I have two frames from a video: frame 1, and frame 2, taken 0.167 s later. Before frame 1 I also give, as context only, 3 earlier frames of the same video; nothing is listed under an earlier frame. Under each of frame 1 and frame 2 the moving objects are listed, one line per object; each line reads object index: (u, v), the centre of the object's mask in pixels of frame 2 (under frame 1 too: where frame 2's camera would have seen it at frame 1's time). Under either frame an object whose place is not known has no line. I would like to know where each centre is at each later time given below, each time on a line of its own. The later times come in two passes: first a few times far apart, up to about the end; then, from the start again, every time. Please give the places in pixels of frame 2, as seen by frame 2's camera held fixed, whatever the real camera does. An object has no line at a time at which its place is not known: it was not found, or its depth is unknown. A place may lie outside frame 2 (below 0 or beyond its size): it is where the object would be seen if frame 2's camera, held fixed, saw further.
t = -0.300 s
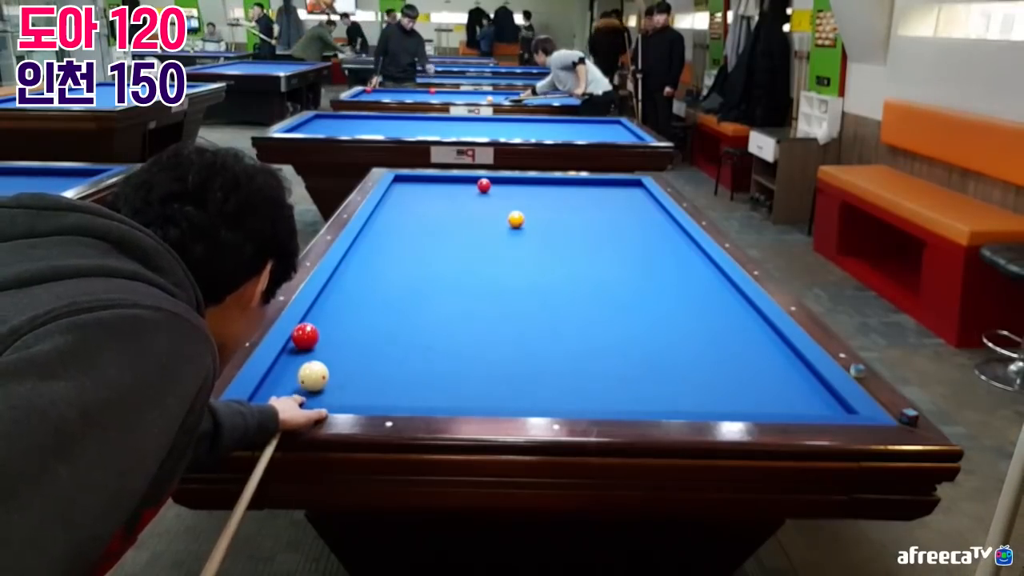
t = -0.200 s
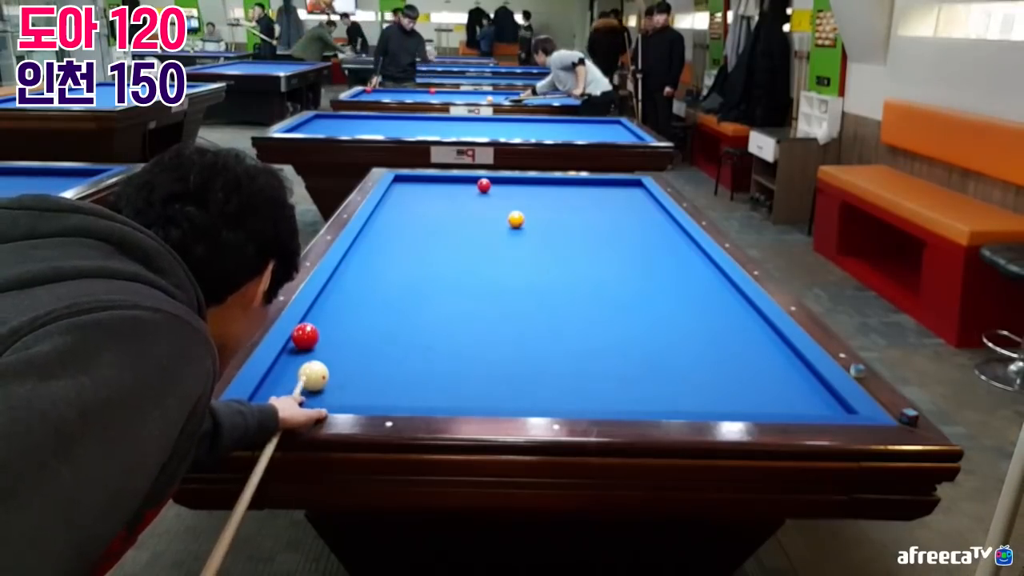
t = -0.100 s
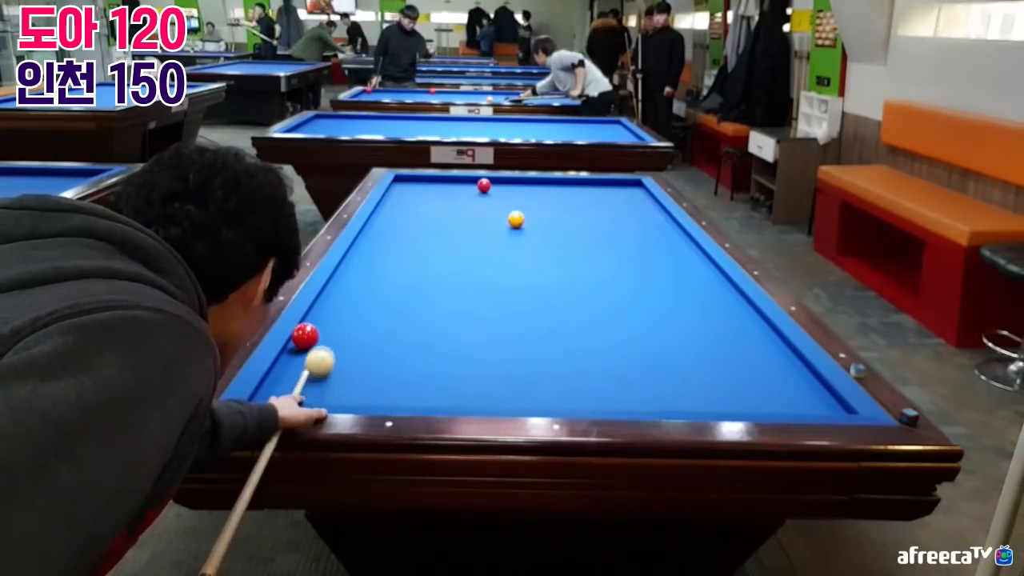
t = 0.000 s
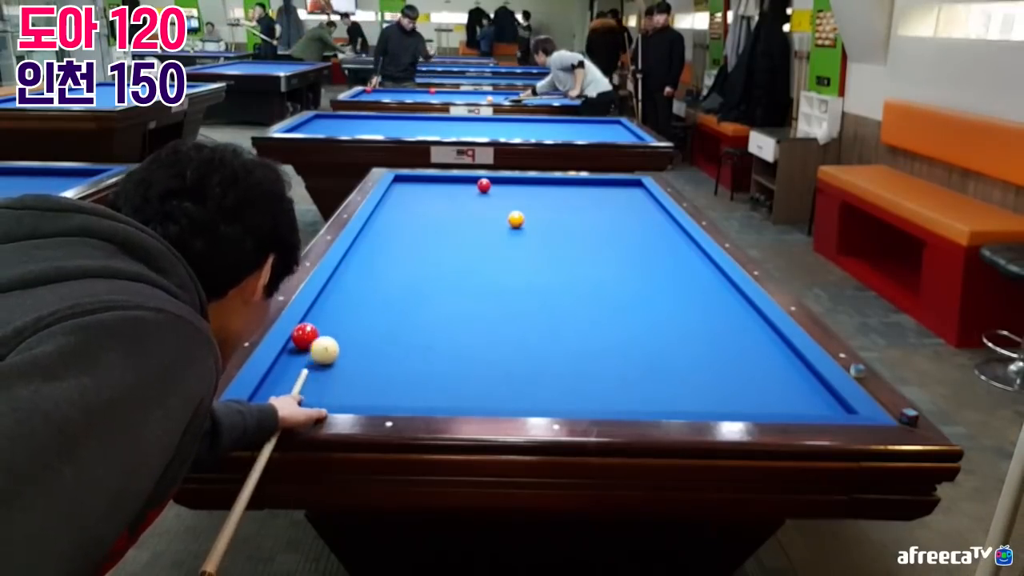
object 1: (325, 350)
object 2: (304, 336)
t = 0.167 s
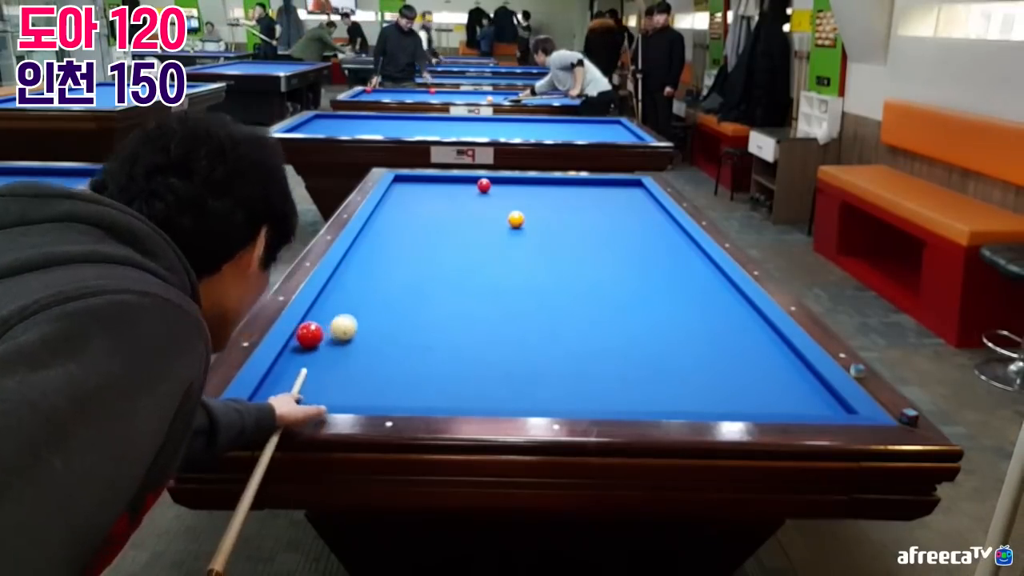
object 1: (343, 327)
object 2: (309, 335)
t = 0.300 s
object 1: (358, 314)
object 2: (318, 333)
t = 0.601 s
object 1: (386, 288)
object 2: (335, 331)
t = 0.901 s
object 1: (410, 268)
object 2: (350, 329)
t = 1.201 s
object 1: (430, 250)
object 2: (364, 326)
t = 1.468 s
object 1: (445, 237)
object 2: (375, 325)
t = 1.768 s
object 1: (460, 224)
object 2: (386, 323)
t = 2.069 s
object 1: (472, 213)
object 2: (395, 322)
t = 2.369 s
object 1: (484, 203)
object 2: (402, 321)
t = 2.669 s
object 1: (493, 194)
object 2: (409, 321)
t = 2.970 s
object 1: (502, 186)
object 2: (414, 320)
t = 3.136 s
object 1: (506, 184)
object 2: (415, 320)
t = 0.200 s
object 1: (347, 324)
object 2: (311, 334)
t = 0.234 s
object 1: (350, 321)
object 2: (313, 334)
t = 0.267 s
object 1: (353, 319)
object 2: (315, 334)
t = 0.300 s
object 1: (358, 314)
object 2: (318, 333)
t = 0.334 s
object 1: (360, 312)
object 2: (319, 333)
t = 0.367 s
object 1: (364, 309)
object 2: (321, 333)
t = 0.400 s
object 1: (368, 305)
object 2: (324, 332)
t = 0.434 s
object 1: (371, 302)
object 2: (325, 332)
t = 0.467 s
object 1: (375, 299)
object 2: (327, 332)
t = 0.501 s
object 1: (378, 296)
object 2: (329, 331)
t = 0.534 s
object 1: (380, 294)
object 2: (331, 331)
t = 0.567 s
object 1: (383, 291)
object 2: (333, 331)
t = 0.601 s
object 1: (386, 288)
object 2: (335, 331)
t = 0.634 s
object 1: (390, 286)
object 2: (337, 330)
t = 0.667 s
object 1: (392, 283)
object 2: (339, 330)
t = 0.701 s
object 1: (395, 281)
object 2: (340, 330)
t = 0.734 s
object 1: (398, 279)
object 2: (342, 330)
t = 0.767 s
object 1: (399, 277)
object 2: (343, 330)
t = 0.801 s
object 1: (401, 276)
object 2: (344, 329)
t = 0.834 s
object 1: (405, 272)
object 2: (347, 329)
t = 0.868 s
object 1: (408, 270)
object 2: (348, 329)
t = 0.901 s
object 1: (410, 268)
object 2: (350, 329)
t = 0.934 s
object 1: (412, 266)
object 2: (352, 328)
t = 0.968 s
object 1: (415, 263)
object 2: (354, 328)
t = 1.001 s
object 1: (417, 261)
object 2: (355, 328)
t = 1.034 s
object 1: (419, 260)
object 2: (356, 328)
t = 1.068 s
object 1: (422, 258)
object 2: (358, 327)
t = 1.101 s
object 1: (424, 256)
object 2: (360, 327)
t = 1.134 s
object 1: (425, 254)
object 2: (361, 327)
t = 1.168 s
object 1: (428, 252)
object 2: (362, 327)
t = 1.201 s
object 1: (430, 250)
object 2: (364, 326)
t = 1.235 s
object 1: (432, 249)
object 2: (365, 326)
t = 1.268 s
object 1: (434, 246)
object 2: (367, 326)
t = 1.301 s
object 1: (435, 246)
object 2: (368, 326)
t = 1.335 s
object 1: (438, 243)
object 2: (370, 326)
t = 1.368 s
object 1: (439, 242)
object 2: (371, 325)
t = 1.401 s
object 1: (441, 241)
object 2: (372, 325)
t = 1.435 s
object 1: (443, 238)
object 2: (374, 325)
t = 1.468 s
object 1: (445, 237)
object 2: (375, 325)
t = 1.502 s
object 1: (447, 236)
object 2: (376, 325)
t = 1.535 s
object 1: (449, 234)
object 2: (377, 324)
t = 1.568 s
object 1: (450, 233)
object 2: (378, 324)
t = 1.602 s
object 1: (452, 231)
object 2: (380, 324)
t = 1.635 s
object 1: (454, 229)
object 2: (381, 324)
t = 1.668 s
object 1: (455, 228)
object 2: (382, 324)
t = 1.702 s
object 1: (456, 227)
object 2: (383, 324)
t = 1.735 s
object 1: (458, 225)
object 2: (385, 323)
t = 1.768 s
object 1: (460, 224)
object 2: (386, 323)
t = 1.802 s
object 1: (461, 223)
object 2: (386, 323)
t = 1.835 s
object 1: (463, 221)
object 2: (388, 323)
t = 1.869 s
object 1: (464, 220)
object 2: (389, 323)
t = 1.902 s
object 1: (465, 219)
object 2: (390, 323)
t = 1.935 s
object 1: (467, 217)
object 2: (391, 323)
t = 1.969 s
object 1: (469, 216)
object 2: (392, 322)
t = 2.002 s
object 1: (470, 215)
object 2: (393, 322)
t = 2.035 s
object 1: (471, 214)
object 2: (394, 322)
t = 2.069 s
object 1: (472, 213)
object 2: (395, 322)
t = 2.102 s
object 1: (473, 212)
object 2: (396, 322)
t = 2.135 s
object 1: (475, 211)
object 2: (397, 322)
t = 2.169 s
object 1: (476, 210)
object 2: (397, 322)
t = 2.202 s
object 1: (478, 209)
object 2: (398, 322)
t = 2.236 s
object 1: (479, 207)
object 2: (399, 322)
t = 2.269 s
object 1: (480, 206)
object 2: (400, 322)
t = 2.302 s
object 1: (481, 205)
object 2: (401, 321)
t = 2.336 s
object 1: (482, 204)
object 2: (402, 321)
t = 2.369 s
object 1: (484, 203)
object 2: (402, 321)
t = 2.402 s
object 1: (485, 202)
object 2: (403, 321)
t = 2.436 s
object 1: (486, 201)
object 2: (404, 321)
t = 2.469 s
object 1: (487, 200)
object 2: (404, 321)
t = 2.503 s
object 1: (488, 199)
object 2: (405, 321)
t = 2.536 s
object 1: (489, 198)
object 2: (406, 321)
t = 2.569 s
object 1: (490, 197)
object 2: (406, 321)
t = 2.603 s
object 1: (491, 196)
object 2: (407, 321)
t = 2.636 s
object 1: (492, 195)
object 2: (408, 321)
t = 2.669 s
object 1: (493, 194)
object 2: (409, 321)
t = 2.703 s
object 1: (494, 194)
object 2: (409, 321)
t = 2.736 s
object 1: (496, 193)
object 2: (410, 321)
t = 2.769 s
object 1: (496, 192)
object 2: (410, 321)
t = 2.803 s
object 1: (497, 191)
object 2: (411, 320)
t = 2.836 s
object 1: (498, 190)
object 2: (411, 320)
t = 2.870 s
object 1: (499, 189)
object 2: (412, 320)
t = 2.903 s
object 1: (500, 188)
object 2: (413, 320)
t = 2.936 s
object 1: (502, 188)
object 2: (413, 320)
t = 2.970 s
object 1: (502, 186)
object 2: (414, 320)
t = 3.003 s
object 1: (503, 186)
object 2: (414, 320)
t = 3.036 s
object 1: (504, 185)
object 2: (414, 320)
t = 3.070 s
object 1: (505, 185)
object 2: (415, 320)
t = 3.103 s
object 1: (506, 184)
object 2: (415, 320)
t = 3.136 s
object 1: (506, 184)
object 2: (415, 320)
